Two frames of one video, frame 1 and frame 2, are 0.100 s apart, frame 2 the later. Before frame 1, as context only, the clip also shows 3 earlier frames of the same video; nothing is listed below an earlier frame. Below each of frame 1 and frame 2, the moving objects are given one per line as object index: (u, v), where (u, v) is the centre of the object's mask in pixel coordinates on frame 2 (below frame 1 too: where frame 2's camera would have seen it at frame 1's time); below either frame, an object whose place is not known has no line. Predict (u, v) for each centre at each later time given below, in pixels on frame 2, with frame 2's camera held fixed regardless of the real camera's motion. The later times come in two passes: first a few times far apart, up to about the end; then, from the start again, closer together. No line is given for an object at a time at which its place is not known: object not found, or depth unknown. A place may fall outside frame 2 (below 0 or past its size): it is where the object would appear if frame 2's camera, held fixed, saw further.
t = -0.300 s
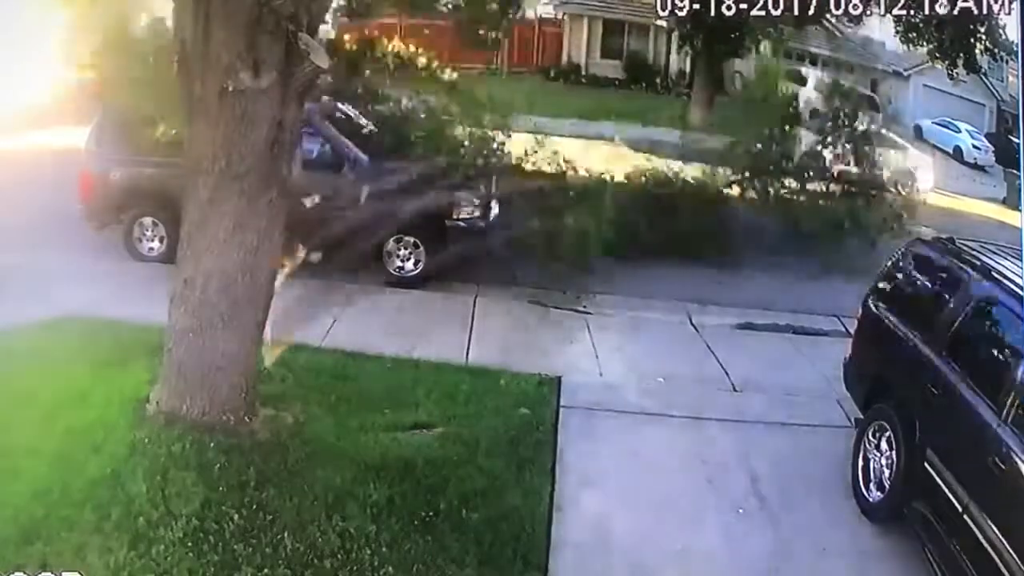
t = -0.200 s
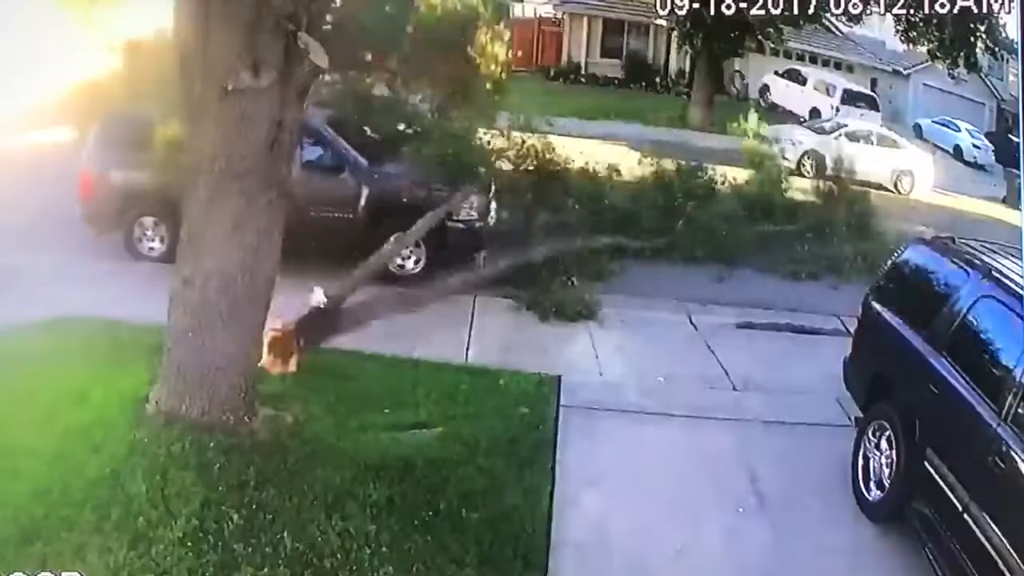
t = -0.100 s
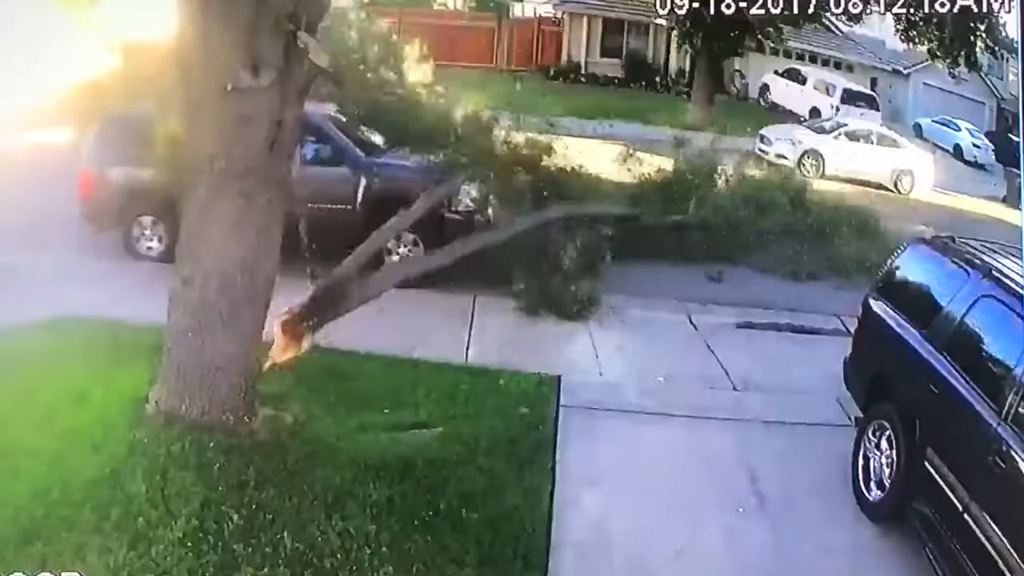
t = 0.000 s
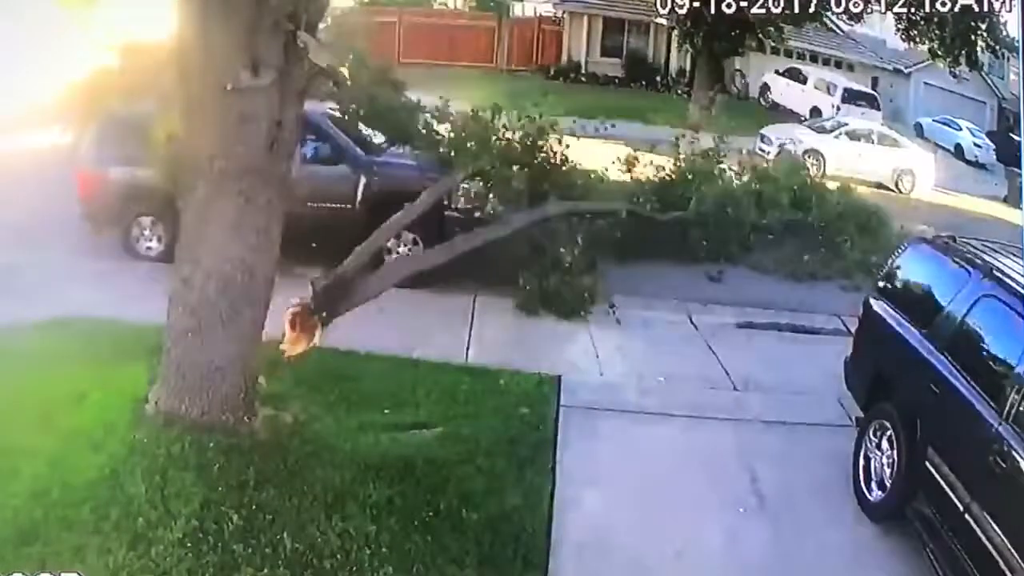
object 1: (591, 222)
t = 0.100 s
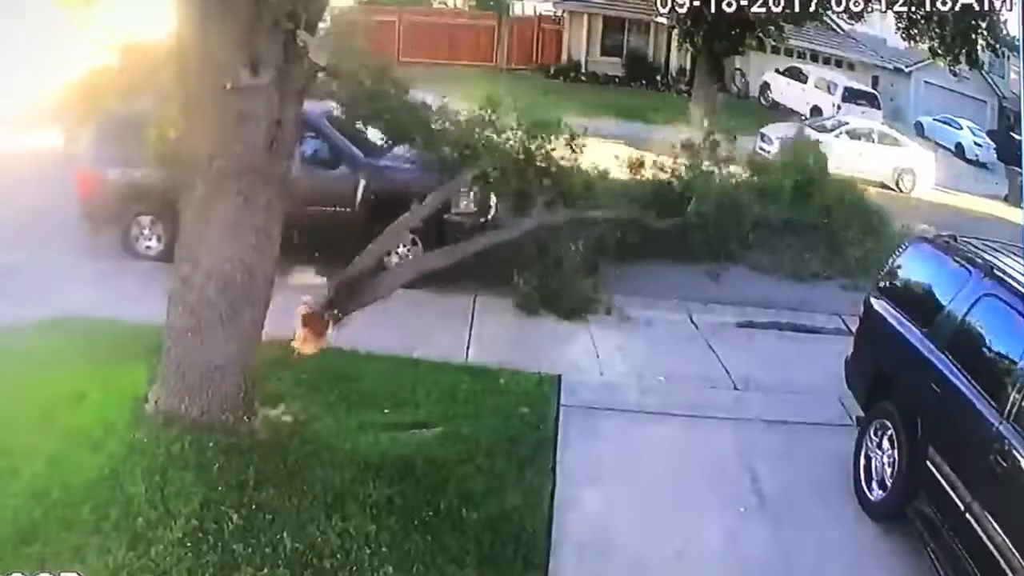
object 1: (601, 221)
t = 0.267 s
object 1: (604, 229)
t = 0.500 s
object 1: (614, 230)
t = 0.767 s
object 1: (609, 228)
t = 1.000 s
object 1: (605, 230)
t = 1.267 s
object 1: (603, 230)
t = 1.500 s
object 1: (605, 230)
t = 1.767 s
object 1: (605, 226)
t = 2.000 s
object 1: (605, 225)
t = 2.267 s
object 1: (604, 226)
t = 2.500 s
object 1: (604, 228)
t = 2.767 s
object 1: (605, 227)
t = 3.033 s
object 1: (606, 228)
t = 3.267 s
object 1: (609, 228)
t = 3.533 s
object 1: (608, 228)
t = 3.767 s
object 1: (607, 229)
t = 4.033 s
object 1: (608, 229)
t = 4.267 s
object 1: (608, 229)
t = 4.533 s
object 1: (607, 228)
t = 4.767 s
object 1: (608, 228)
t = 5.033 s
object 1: (609, 228)
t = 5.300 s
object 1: (607, 228)
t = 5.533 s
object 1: (607, 228)
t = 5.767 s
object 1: (607, 229)
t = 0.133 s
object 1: (605, 220)
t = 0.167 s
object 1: (599, 223)
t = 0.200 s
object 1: (602, 227)
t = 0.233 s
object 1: (612, 227)
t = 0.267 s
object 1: (604, 229)
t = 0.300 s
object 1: (608, 229)
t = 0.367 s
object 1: (608, 229)
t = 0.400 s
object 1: (610, 229)
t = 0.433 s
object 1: (612, 230)
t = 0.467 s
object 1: (616, 232)
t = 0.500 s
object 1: (614, 230)
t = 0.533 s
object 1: (616, 230)
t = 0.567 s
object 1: (615, 228)
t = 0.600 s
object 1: (614, 229)
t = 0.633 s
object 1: (612, 228)
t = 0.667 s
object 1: (611, 229)
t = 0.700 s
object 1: (612, 229)
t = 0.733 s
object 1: (612, 230)
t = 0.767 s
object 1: (609, 228)
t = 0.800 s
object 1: (609, 229)
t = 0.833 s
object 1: (607, 228)
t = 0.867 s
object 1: (606, 229)
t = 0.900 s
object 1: (606, 229)
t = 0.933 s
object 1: (606, 229)
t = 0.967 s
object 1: (606, 229)
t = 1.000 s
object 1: (605, 230)
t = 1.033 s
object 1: (604, 229)
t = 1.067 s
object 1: (603, 229)
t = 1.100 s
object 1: (606, 233)
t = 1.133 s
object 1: (605, 232)
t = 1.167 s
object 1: (602, 230)
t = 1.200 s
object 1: (602, 229)
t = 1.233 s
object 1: (603, 229)
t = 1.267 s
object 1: (603, 230)
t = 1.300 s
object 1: (603, 230)
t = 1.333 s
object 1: (603, 230)
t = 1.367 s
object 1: (603, 230)
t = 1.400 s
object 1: (601, 231)
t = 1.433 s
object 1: (605, 230)
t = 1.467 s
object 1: (604, 230)
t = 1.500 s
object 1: (605, 230)
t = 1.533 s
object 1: (605, 229)
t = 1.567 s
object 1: (604, 229)
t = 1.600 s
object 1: (605, 228)
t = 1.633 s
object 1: (605, 227)
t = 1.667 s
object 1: (604, 227)
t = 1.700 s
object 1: (605, 227)
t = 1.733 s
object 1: (609, 230)
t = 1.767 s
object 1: (605, 226)
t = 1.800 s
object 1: (610, 230)
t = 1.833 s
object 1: (605, 226)
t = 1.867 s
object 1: (610, 229)
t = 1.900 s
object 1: (605, 225)
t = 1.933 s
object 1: (605, 224)
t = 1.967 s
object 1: (605, 224)
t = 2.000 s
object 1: (605, 225)
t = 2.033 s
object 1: (605, 225)
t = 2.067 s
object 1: (606, 225)
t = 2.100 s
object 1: (606, 225)
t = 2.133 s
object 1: (605, 224)
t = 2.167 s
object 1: (604, 225)
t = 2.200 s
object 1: (604, 226)
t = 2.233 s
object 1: (603, 226)
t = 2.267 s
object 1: (604, 226)
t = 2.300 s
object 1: (601, 225)
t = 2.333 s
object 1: (605, 228)
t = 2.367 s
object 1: (605, 228)
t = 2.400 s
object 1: (604, 227)
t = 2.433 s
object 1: (605, 227)
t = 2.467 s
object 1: (604, 227)
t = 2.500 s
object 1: (604, 228)
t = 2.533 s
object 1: (604, 228)
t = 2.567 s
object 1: (605, 229)
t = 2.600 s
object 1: (605, 228)
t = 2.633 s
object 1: (605, 228)
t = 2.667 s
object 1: (605, 228)
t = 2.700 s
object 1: (605, 227)
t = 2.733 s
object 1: (605, 227)
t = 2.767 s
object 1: (605, 227)
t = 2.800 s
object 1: (606, 228)
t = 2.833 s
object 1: (606, 229)
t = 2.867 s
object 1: (606, 228)
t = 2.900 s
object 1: (606, 228)
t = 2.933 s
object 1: (606, 228)
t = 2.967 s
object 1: (607, 228)
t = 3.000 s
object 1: (607, 228)
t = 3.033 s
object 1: (606, 228)
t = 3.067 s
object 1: (606, 228)
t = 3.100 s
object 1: (606, 228)
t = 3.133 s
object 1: (607, 228)
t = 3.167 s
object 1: (608, 228)
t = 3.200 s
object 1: (608, 228)
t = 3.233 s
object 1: (609, 229)
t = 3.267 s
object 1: (609, 228)
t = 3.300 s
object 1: (609, 229)
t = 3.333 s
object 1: (609, 229)
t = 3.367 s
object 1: (609, 228)
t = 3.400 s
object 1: (609, 229)
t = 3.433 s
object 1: (609, 228)
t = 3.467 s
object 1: (608, 229)
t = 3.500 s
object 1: (608, 228)
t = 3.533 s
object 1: (608, 228)
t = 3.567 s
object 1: (608, 228)
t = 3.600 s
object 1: (608, 228)
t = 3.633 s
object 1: (608, 228)
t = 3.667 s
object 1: (608, 228)
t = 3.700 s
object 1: (608, 228)
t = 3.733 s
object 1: (608, 229)
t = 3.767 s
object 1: (607, 229)
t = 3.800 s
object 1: (607, 229)
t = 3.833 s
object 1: (608, 229)
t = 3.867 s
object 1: (608, 229)
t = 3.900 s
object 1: (608, 229)
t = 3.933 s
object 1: (608, 229)
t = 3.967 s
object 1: (609, 230)
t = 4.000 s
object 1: (609, 229)
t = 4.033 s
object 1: (608, 229)
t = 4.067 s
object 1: (608, 229)
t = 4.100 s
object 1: (608, 229)
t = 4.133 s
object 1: (608, 229)
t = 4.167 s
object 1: (608, 229)
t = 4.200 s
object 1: (608, 229)
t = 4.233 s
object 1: (608, 229)
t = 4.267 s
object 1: (608, 229)
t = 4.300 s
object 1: (608, 229)
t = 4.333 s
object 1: (608, 229)
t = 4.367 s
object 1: (608, 228)
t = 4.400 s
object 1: (607, 228)
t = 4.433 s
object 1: (607, 228)
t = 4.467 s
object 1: (607, 228)
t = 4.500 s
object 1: (607, 228)
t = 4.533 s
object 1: (607, 228)
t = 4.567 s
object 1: (609, 228)
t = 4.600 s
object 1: (608, 228)
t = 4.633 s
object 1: (608, 228)
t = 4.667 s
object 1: (608, 228)
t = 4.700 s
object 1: (608, 228)
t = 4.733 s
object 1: (608, 228)
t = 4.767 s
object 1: (608, 228)
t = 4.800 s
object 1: (609, 228)
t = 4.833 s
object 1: (608, 228)
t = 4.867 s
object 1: (609, 229)
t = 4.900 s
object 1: (609, 229)
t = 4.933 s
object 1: (609, 229)
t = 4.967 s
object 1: (608, 229)
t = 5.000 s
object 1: (608, 228)
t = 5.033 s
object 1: (609, 228)
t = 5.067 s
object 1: (609, 228)
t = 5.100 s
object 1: (609, 229)
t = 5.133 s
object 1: (609, 229)
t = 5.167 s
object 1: (608, 229)
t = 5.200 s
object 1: (607, 228)
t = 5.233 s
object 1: (608, 229)
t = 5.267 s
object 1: (608, 228)
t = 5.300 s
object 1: (607, 228)
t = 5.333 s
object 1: (608, 228)
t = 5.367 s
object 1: (608, 229)
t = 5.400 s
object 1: (608, 229)
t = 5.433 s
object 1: (607, 228)
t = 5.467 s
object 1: (607, 228)
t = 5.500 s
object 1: (607, 229)
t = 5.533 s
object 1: (607, 228)
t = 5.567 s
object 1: (607, 228)
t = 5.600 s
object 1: (607, 229)
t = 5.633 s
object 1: (607, 229)
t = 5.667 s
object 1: (607, 229)
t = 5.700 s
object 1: (607, 229)
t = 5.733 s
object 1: (607, 229)
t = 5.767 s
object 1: (607, 229)
